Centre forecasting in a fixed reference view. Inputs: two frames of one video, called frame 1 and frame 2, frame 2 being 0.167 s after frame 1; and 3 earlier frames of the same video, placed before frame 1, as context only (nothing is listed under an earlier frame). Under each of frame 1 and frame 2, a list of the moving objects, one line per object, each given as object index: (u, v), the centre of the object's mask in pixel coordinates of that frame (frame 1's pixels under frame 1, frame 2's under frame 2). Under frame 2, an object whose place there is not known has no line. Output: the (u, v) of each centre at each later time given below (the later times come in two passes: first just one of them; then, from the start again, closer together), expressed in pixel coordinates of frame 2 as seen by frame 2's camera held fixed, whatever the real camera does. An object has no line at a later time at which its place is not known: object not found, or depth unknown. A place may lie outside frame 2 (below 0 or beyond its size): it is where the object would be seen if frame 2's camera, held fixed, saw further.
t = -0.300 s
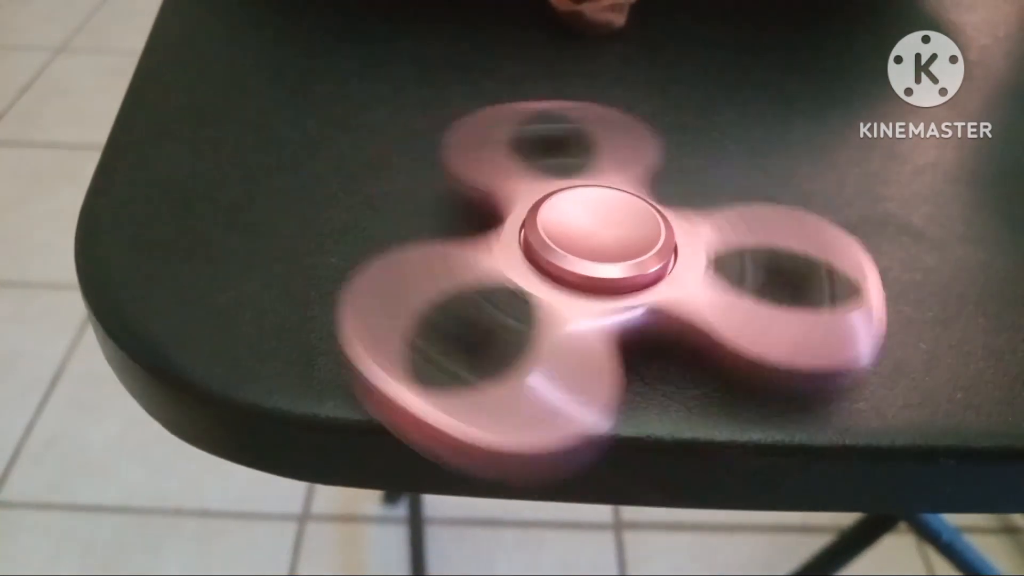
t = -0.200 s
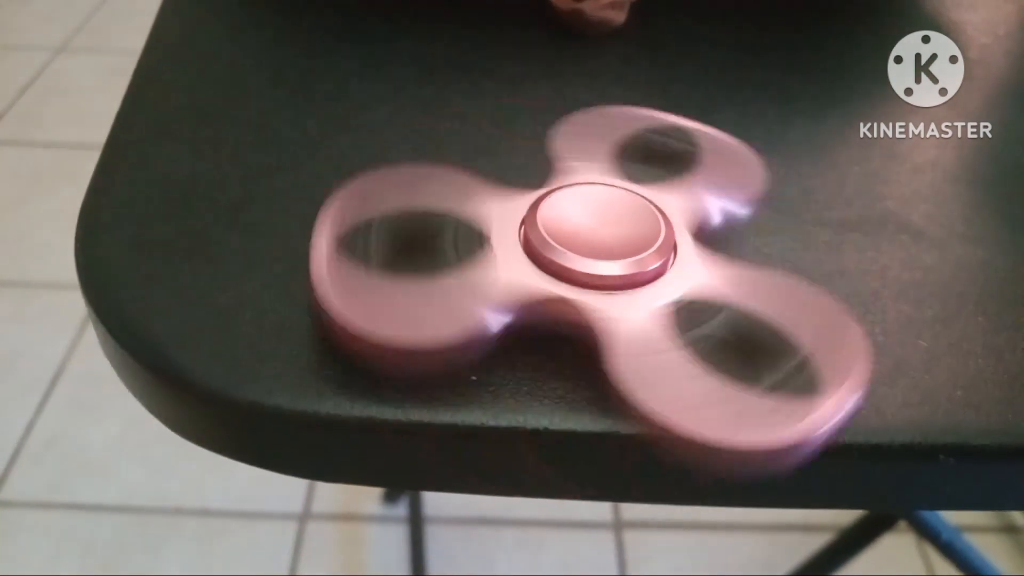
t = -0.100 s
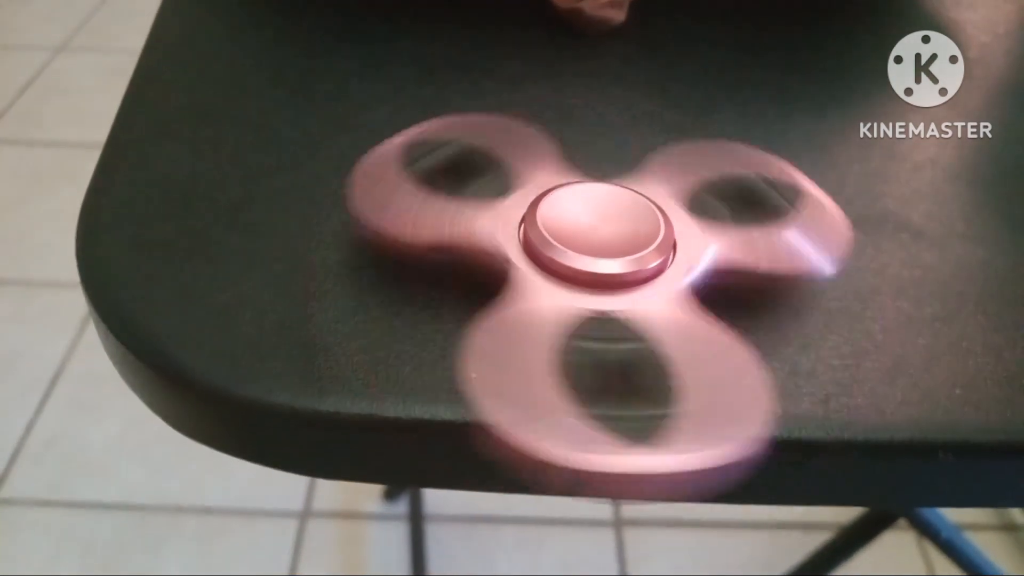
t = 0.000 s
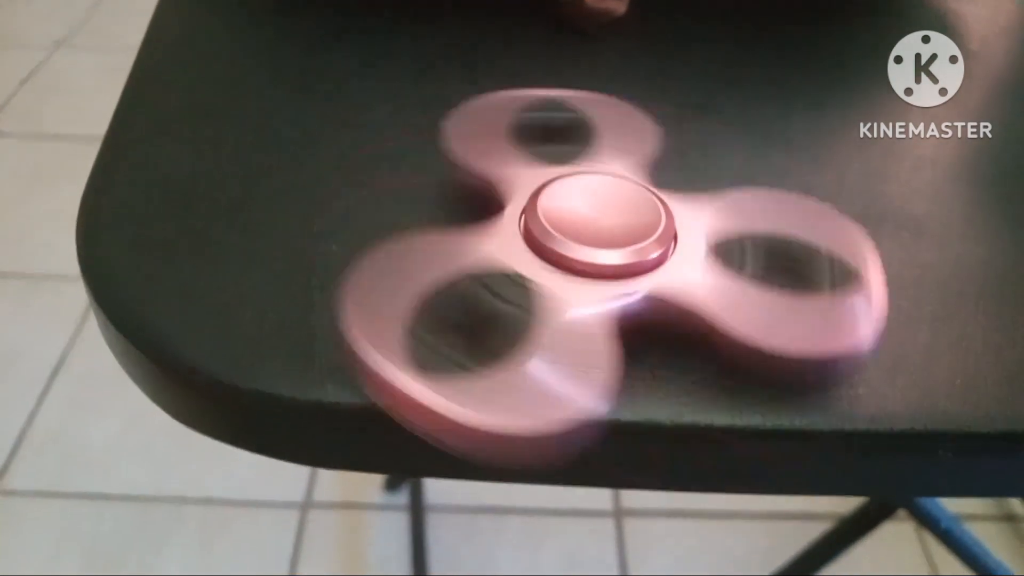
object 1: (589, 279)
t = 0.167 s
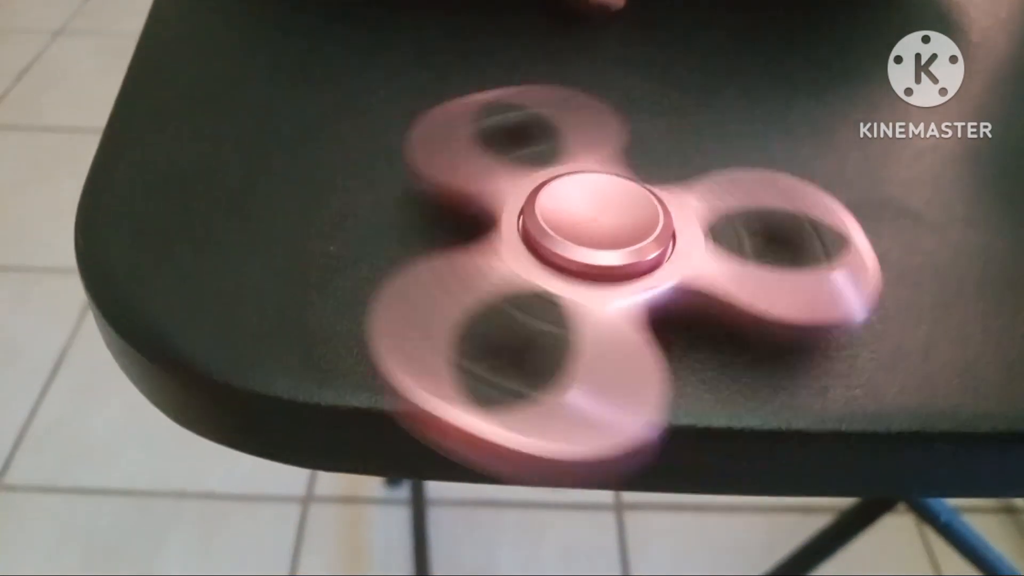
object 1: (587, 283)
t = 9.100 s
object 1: (596, 290)
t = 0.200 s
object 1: (602, 283)
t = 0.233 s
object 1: (606, 277)
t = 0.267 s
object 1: (591, 267)
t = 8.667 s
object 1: (604, 285)
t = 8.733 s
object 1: (587, 285)
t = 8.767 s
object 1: (591, 289)
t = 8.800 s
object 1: (603, 288)
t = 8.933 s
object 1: (592, 291)
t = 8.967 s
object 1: (605, 289)
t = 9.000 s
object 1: (605, 282)
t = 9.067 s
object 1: (587, 287)
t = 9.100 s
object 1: (596, 290)
